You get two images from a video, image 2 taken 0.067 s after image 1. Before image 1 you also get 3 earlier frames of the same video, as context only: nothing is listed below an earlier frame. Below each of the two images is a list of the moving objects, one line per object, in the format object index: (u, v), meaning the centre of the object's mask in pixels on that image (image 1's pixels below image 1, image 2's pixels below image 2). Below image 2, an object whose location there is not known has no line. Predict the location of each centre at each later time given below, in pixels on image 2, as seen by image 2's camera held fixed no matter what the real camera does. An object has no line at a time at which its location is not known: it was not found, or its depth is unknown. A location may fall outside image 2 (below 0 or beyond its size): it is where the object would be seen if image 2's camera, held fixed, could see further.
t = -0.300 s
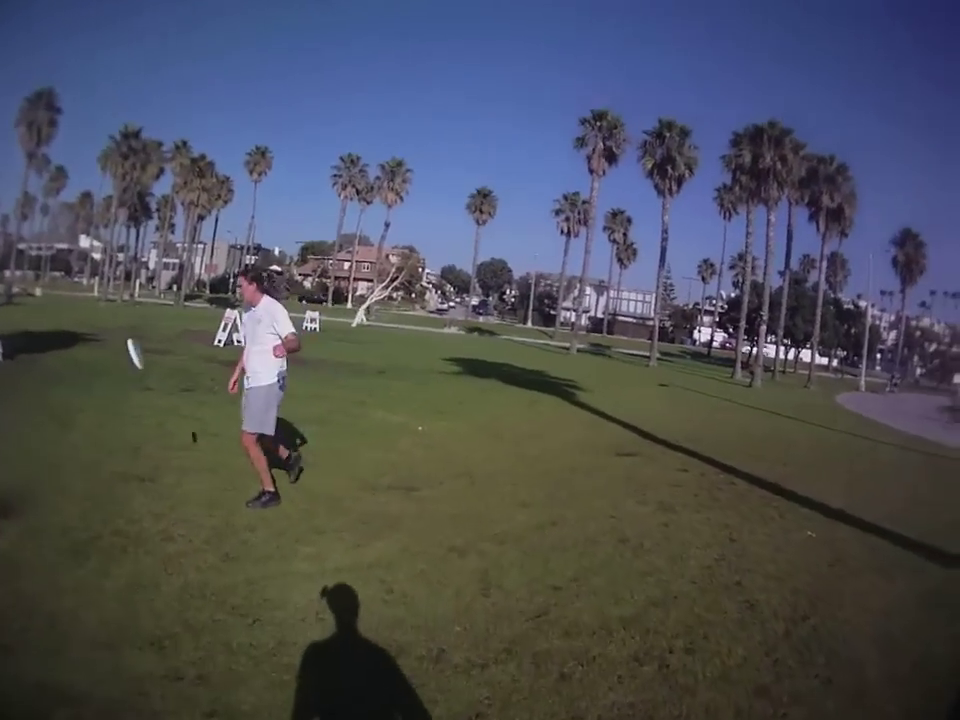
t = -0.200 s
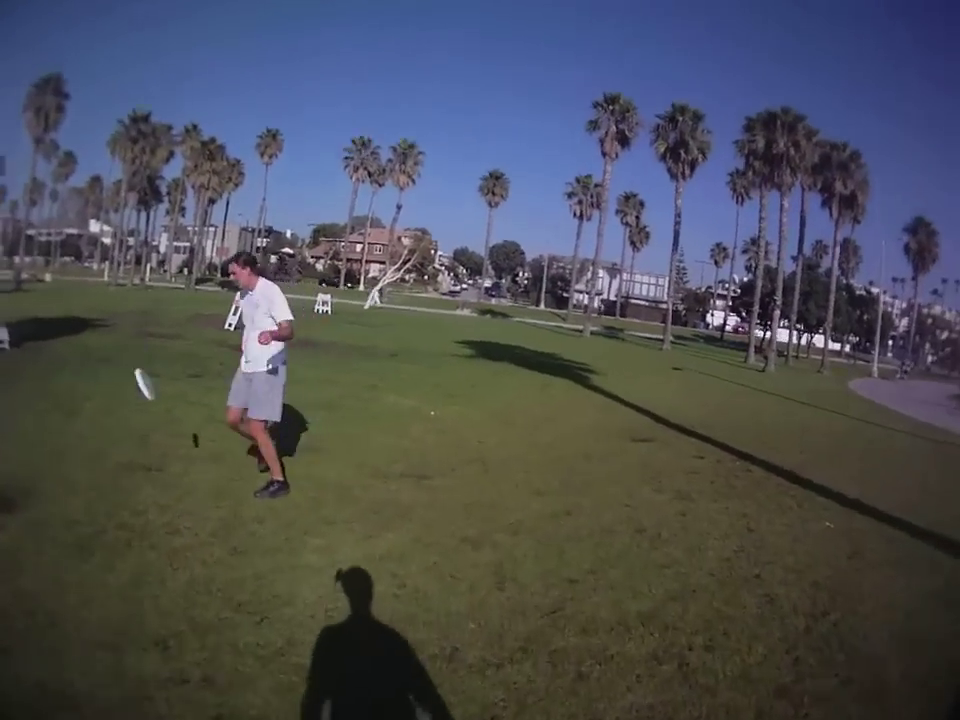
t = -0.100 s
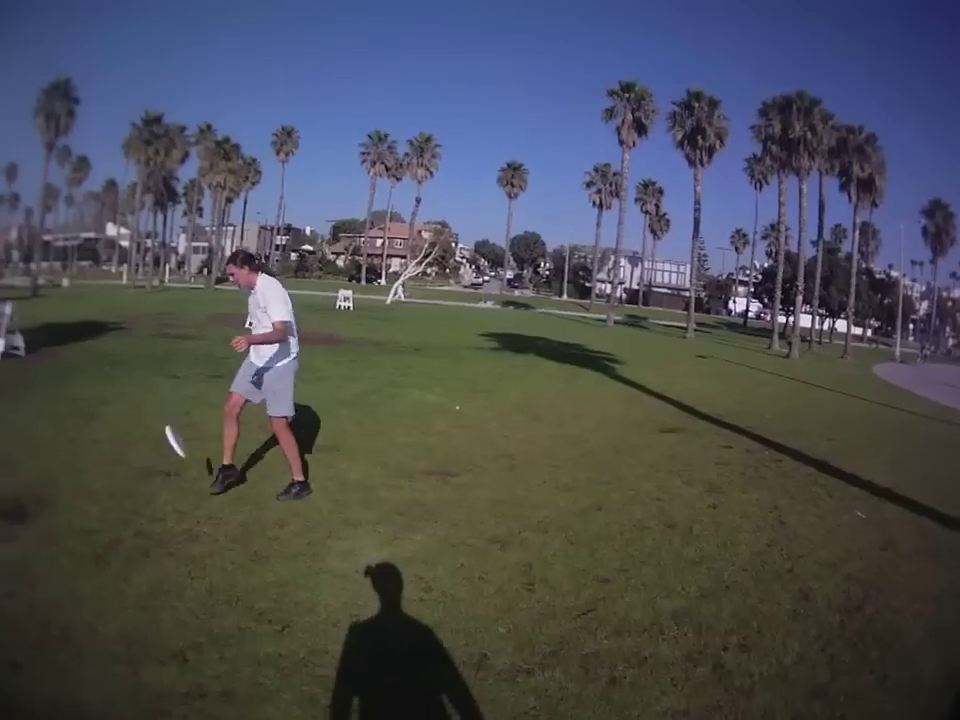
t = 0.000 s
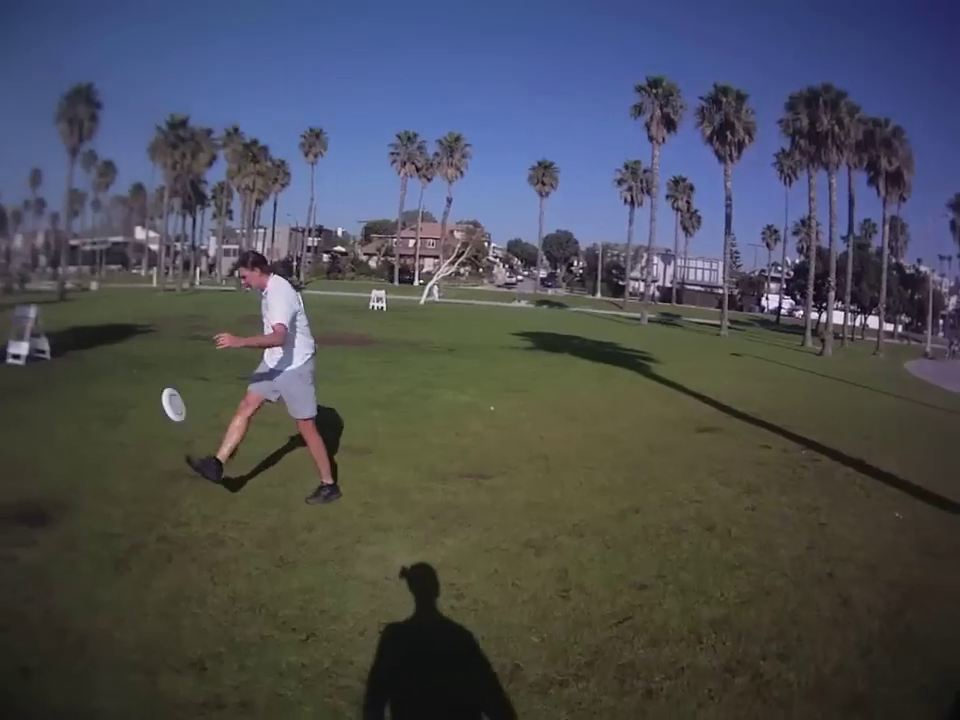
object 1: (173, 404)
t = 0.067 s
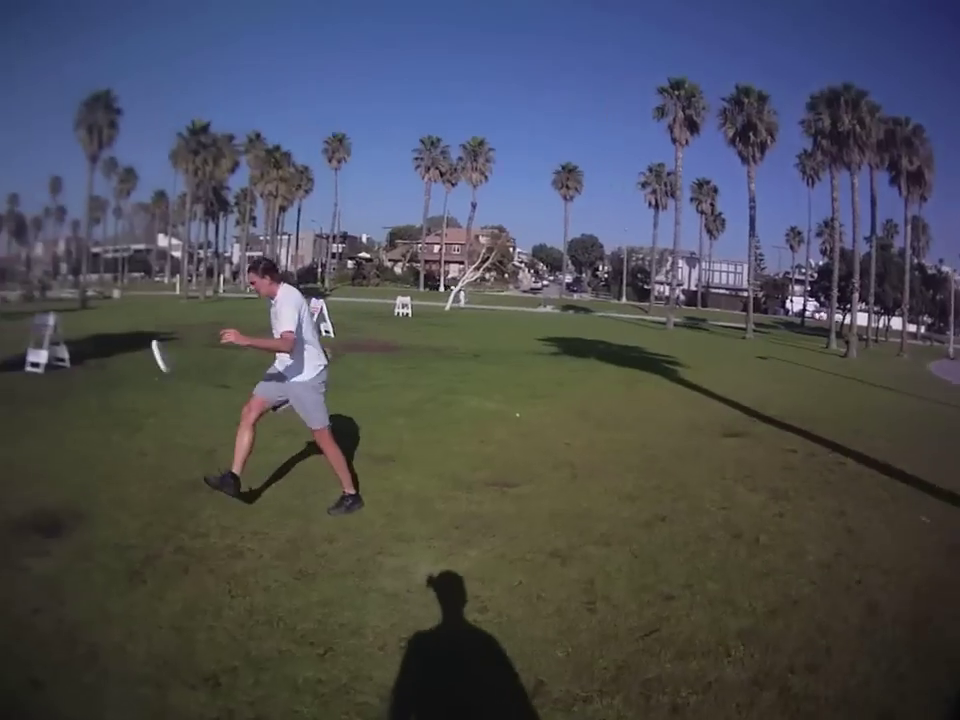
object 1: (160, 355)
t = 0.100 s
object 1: (147, 329)
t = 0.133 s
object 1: (135, 305)
